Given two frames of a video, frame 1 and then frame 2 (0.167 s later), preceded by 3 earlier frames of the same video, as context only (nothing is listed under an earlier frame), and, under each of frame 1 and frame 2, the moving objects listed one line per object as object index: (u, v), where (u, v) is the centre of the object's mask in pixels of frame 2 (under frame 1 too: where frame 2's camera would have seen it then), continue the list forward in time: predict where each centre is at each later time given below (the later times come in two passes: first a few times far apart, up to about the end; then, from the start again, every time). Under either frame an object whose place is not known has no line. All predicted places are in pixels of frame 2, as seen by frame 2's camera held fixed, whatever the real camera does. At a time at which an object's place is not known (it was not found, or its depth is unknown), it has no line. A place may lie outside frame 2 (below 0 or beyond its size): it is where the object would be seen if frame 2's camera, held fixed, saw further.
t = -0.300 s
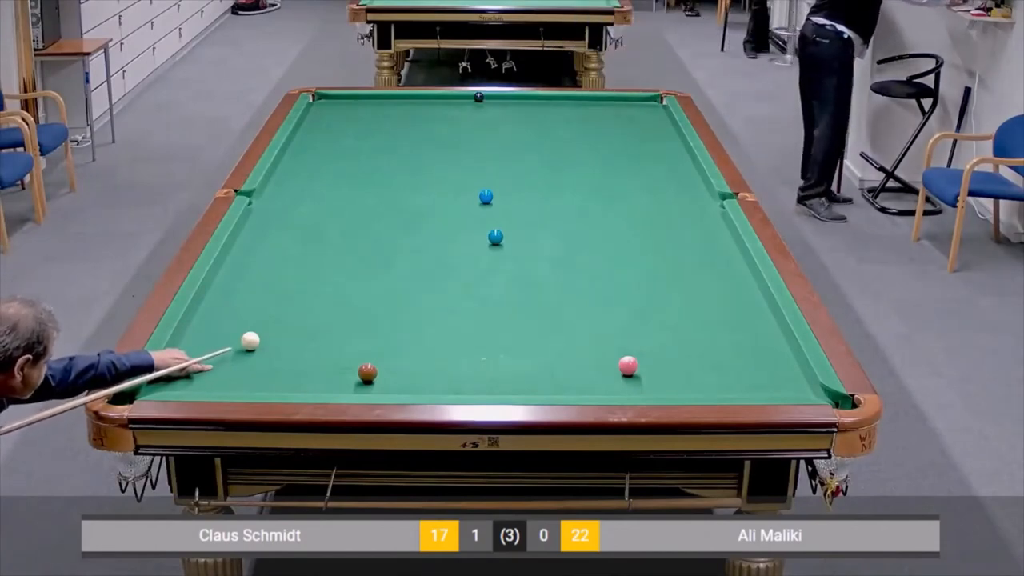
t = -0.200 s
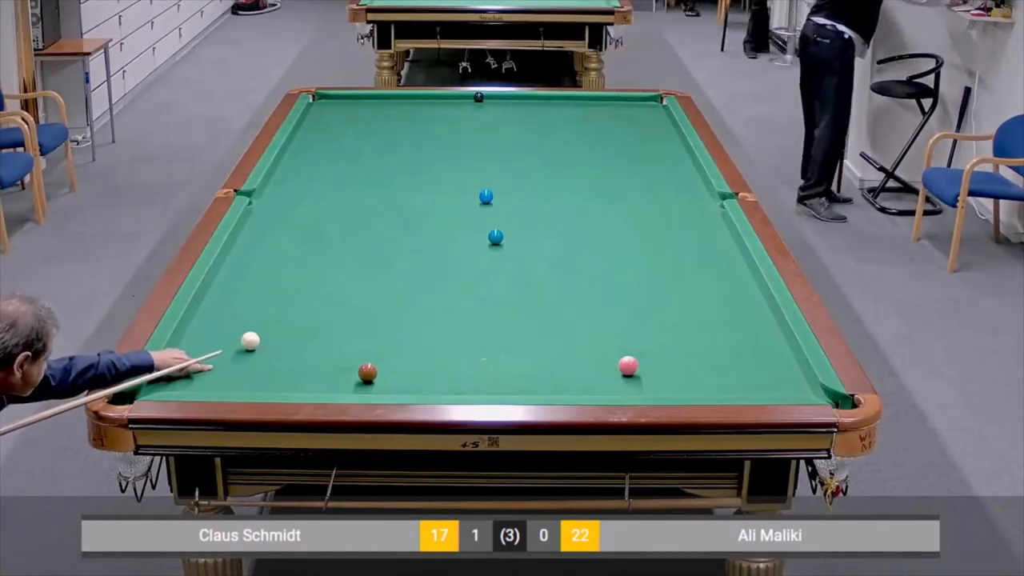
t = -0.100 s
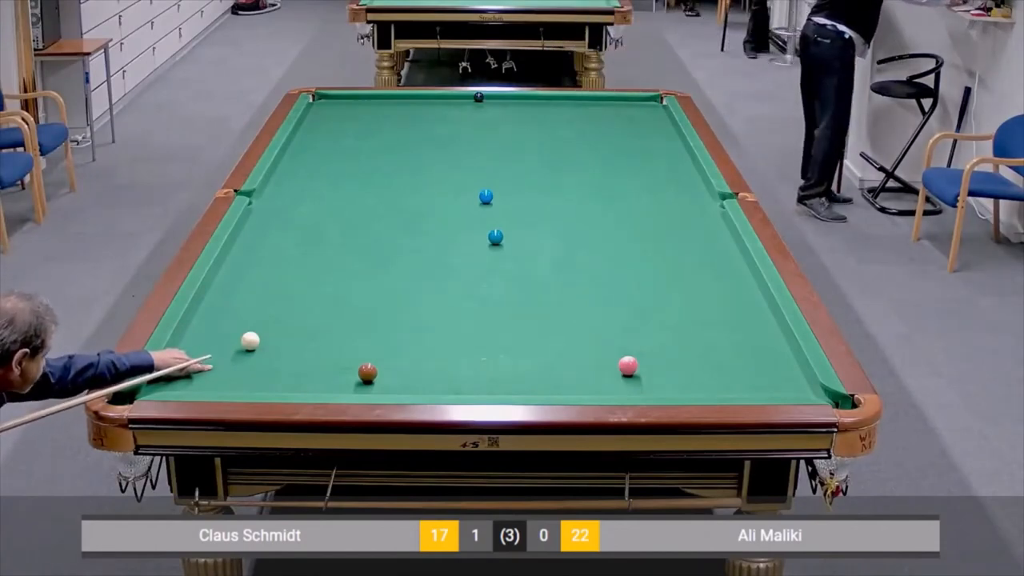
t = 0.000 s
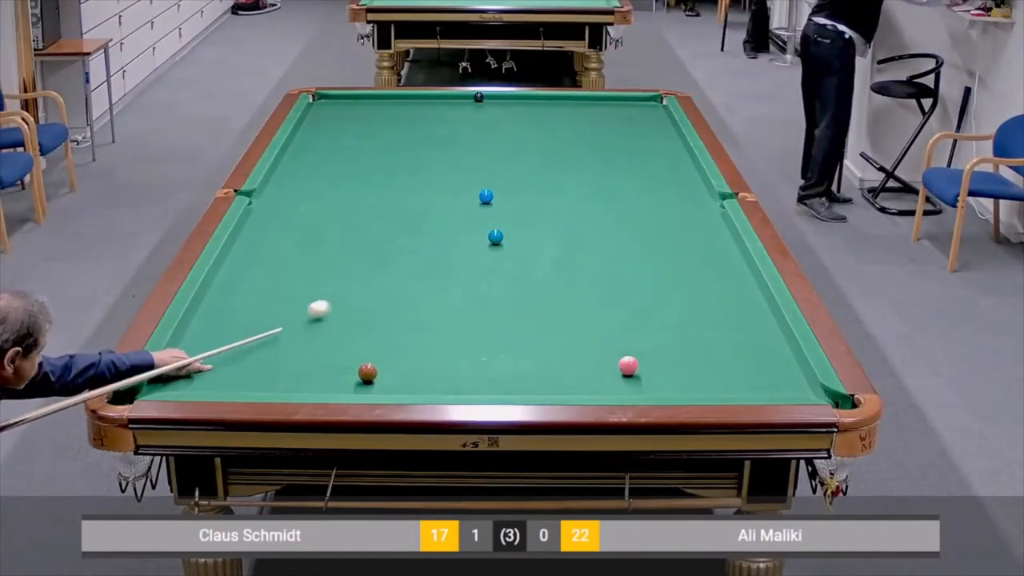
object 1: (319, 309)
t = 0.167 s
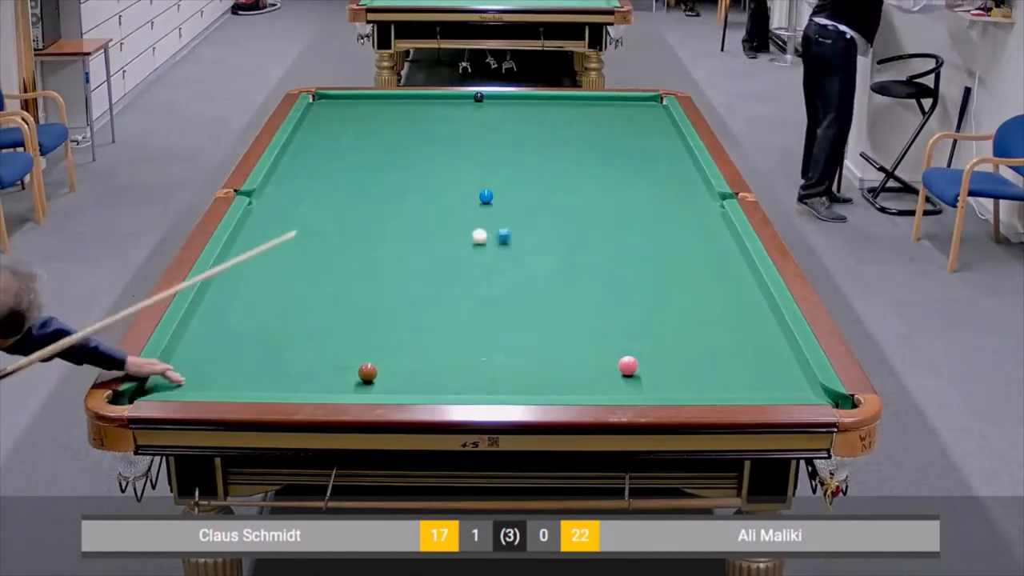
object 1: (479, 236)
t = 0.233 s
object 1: (466, 220)
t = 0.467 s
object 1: (431, 178)
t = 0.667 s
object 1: (411, 152)
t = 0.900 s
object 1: (391, 127)
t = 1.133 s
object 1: (374, 105)
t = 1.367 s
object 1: (351, 104)
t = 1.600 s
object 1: (320, 118)
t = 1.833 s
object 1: (301, 130)
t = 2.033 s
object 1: (307, 140)
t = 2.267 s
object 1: (315, 152)
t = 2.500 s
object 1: (322, 165)
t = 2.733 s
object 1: (330, 178)
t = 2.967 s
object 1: (339, 192)
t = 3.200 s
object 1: (348, 206)
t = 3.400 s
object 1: (357, 219)
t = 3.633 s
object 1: (367, 234)
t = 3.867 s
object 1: (379, 250)
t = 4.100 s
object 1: (390, 267)
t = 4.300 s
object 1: (400, 283)
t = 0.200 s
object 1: (473, 228)
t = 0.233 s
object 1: (466, 220)
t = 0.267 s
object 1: (460, 213)
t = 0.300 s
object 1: (455, 207)
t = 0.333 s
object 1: (449, 200)
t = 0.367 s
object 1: (444, 194)
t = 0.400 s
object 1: (440, 188)
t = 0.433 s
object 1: (435, 183)
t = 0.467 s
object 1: (431, 178)
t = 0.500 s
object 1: (428, 173)
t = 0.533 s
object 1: (424, 169)
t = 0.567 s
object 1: (420, 164)
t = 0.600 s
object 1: (417, 160)
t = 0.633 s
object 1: (414, 156)
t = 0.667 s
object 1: (411, 152)
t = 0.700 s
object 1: (408, 148)
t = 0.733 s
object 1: (405, 144)
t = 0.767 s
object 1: (402, 141)
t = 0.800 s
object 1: (399, 137)
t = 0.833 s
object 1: (396, 134)
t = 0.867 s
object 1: (394, 130)
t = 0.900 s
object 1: (391, 127)
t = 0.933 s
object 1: (389, 123)
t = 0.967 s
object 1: (386, 120)
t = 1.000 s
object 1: (384, 117)
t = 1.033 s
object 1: (381, 114)
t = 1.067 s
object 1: (379, 111)
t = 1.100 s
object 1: (377, 108)
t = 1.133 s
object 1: (374, 105)
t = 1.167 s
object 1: (372, 102)
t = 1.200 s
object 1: (370, 99)
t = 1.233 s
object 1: (368, 97)
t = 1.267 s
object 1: (364, 97)
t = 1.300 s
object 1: (360, 99)
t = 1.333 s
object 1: (355, 102)
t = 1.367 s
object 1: (351, 104)
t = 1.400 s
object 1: (347, 106)
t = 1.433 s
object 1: (342, 109)
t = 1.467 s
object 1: (338, 111)
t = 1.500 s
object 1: (334, 112)
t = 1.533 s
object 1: (329, 114)
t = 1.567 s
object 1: (325, 116)
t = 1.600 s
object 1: (320, 118)
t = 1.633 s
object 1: (316, 120)
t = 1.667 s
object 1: (312, 121)
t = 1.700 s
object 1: (307, 123)
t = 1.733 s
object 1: (303, 125)
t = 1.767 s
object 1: (299, 127)
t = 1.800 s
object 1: (300, 128)
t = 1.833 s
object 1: (301, 130)
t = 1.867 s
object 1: (302, 131)
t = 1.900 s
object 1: (304, 133)
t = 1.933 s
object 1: (304, 135)
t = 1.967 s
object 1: (306, 137)
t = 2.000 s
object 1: (306, 138)
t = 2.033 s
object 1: (307, 140)
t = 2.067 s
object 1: (308, 142)
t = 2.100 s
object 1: (310, 143)
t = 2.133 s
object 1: (310, 145)
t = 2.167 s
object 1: (312, 147)
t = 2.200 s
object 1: (313, 149)
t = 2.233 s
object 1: (314, 150)
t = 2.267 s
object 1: (315, 152)
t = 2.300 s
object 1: (316, 154)
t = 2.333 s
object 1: (317, 156)
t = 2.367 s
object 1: (318, 158)
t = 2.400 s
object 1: (319, 159)
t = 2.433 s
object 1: (320, 161)
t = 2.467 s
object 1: (321, 163)
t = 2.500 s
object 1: (322, 165)
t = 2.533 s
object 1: (324, 167)
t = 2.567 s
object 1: (325, 169)
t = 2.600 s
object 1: (326, 170)
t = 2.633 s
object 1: (327, 172)
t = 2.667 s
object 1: (328, 174)
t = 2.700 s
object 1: (329, 176)
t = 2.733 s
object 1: (330, 178)
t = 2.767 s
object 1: (332, 180)
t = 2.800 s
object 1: (333, 182)
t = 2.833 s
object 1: (334, 184)
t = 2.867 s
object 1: (335, 186)
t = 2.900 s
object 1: (337, 188)
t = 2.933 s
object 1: (338, 190)
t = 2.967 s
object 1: (339, 192)
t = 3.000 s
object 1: (340, 194)
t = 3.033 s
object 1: (342, 196)
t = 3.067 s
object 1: (343, 198)
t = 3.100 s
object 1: (344, 200)
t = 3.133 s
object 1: (346, 202)
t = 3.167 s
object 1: (347, 204)
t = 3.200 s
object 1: (348, 206)
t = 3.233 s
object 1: (350, 208)
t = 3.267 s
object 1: (351, 210)
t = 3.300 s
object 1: (353, 213)
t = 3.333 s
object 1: (354, 215)
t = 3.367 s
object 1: (355, 217)
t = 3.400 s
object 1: (357, 219)
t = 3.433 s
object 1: (358, 221)
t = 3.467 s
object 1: (360, 223)
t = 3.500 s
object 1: (361, 225)
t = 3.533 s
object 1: (363, 228)
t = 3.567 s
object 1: (364, 230)
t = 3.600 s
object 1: (366, 232)
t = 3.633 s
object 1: (367, 234)
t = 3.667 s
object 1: (369, 237)
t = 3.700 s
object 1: (371, 239)
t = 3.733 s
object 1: (372, 241)
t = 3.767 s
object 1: (373, 244)
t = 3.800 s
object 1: (375, 246)
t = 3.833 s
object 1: (377, 248)
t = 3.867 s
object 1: (379, 250)
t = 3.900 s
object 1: (380, 253)
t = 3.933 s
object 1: (381, 255)
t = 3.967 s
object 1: (383, 258)
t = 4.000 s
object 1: (385, 260)
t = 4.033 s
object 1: (386, 263)
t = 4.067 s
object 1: (388, 265)
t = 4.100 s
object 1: (390, 267)
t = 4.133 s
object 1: (392, 270)
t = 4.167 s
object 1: (393, 272)
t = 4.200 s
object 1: (395, 275)
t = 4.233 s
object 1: (397, 278)
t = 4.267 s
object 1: (398, 280)
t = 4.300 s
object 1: (400, 283)
